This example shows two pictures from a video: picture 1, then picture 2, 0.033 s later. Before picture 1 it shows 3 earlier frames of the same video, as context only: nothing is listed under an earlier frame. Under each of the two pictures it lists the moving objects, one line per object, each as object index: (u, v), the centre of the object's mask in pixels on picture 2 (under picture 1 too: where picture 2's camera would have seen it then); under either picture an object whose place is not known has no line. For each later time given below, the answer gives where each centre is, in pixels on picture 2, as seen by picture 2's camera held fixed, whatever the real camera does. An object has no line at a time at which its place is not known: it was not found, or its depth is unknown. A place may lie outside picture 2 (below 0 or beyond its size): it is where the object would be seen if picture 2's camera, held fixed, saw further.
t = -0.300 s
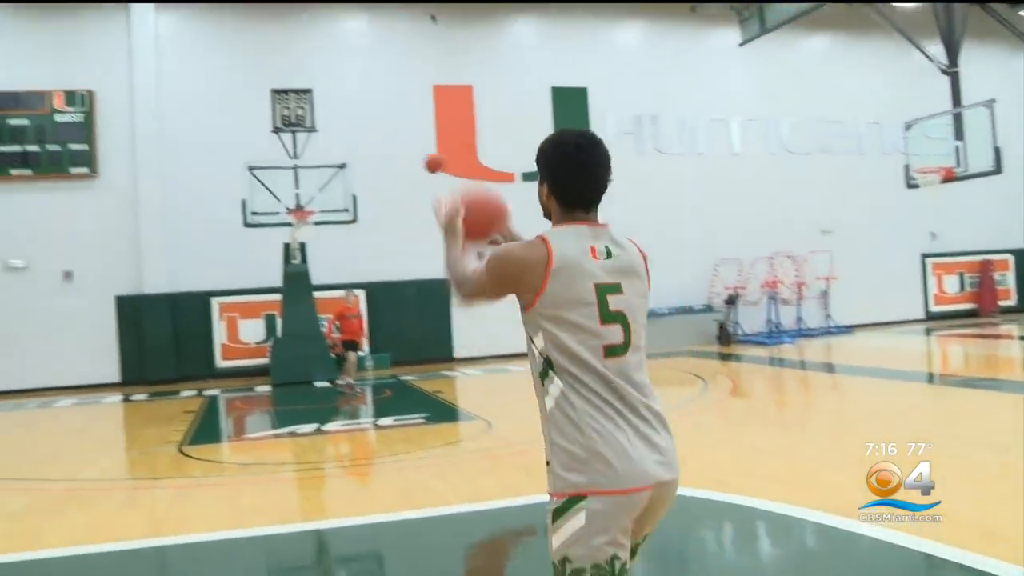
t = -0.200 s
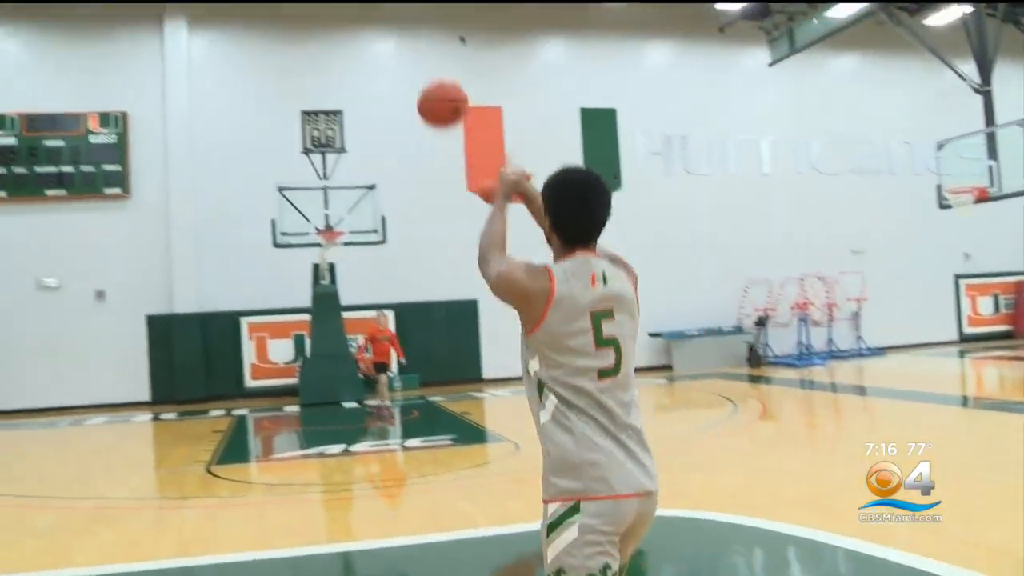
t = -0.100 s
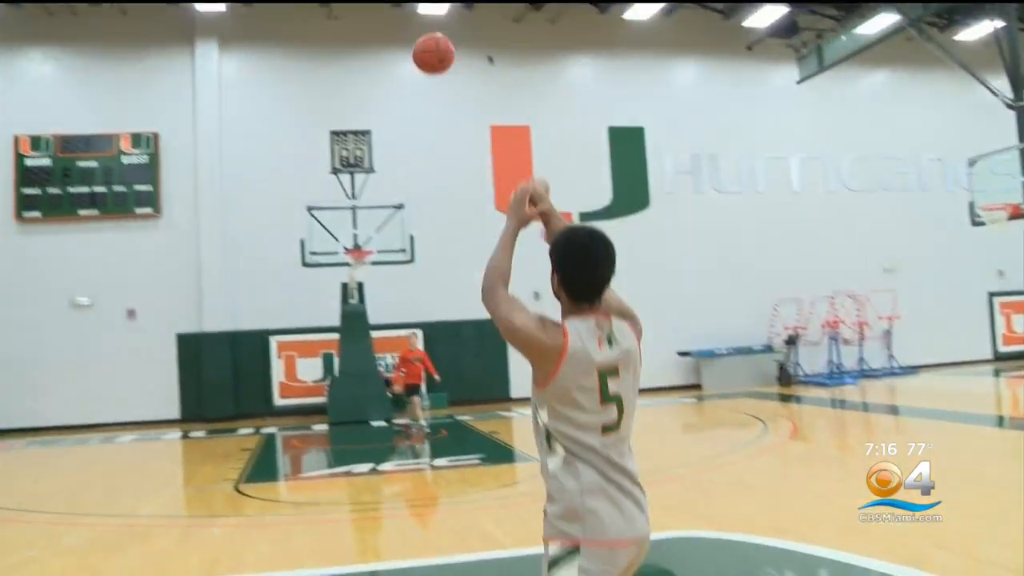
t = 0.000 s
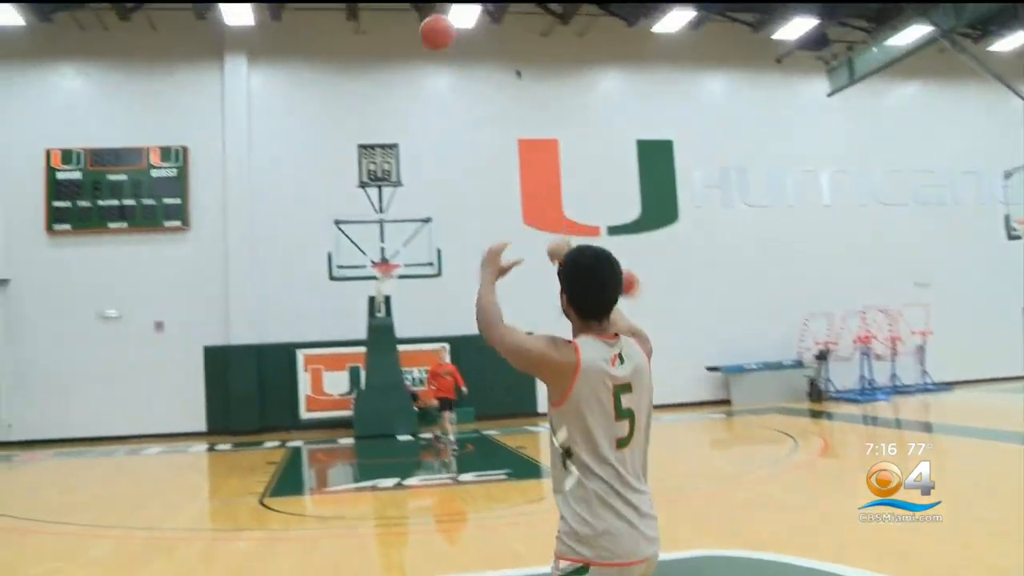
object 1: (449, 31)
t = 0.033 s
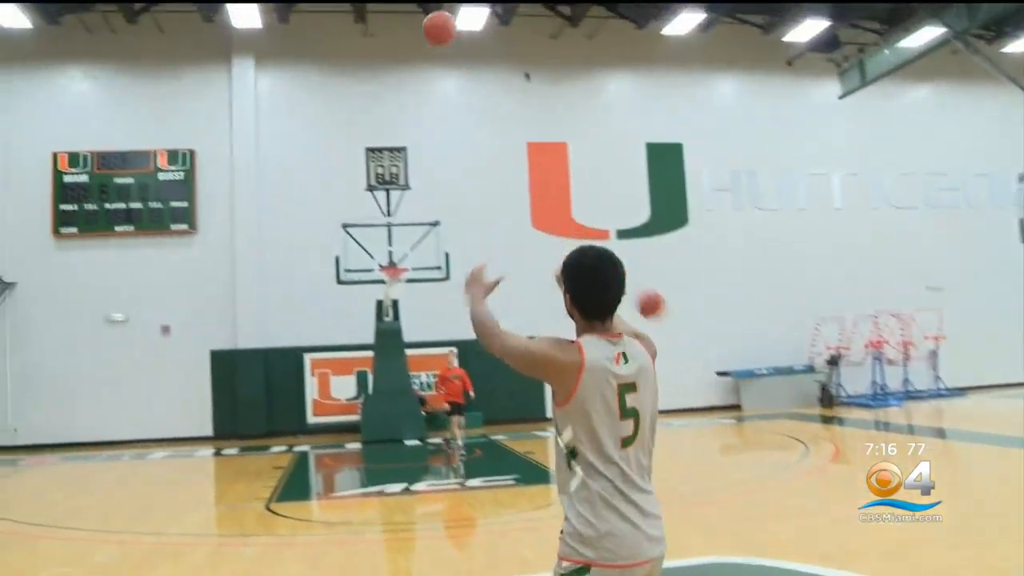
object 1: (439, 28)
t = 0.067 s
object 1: (430, 22)
